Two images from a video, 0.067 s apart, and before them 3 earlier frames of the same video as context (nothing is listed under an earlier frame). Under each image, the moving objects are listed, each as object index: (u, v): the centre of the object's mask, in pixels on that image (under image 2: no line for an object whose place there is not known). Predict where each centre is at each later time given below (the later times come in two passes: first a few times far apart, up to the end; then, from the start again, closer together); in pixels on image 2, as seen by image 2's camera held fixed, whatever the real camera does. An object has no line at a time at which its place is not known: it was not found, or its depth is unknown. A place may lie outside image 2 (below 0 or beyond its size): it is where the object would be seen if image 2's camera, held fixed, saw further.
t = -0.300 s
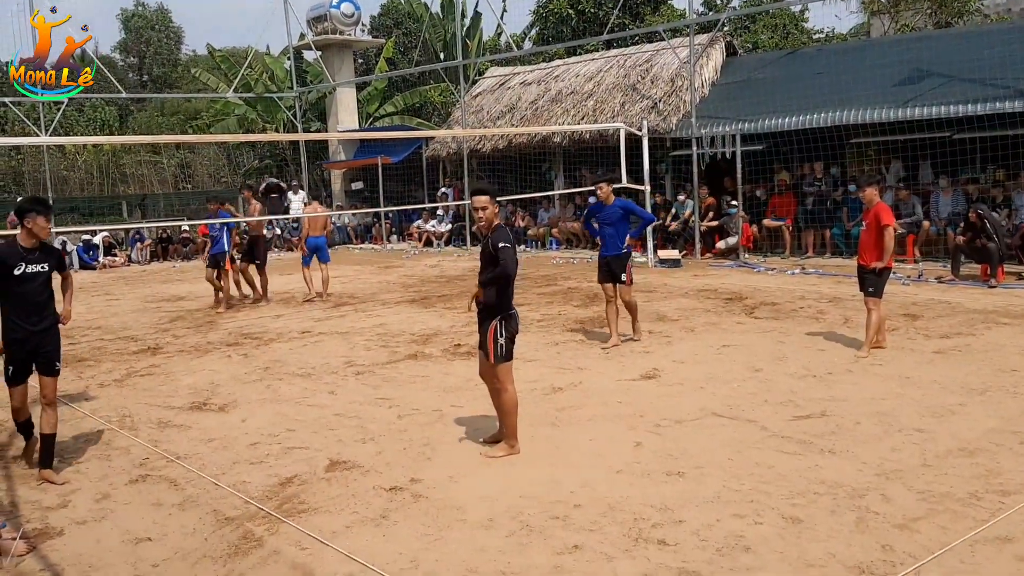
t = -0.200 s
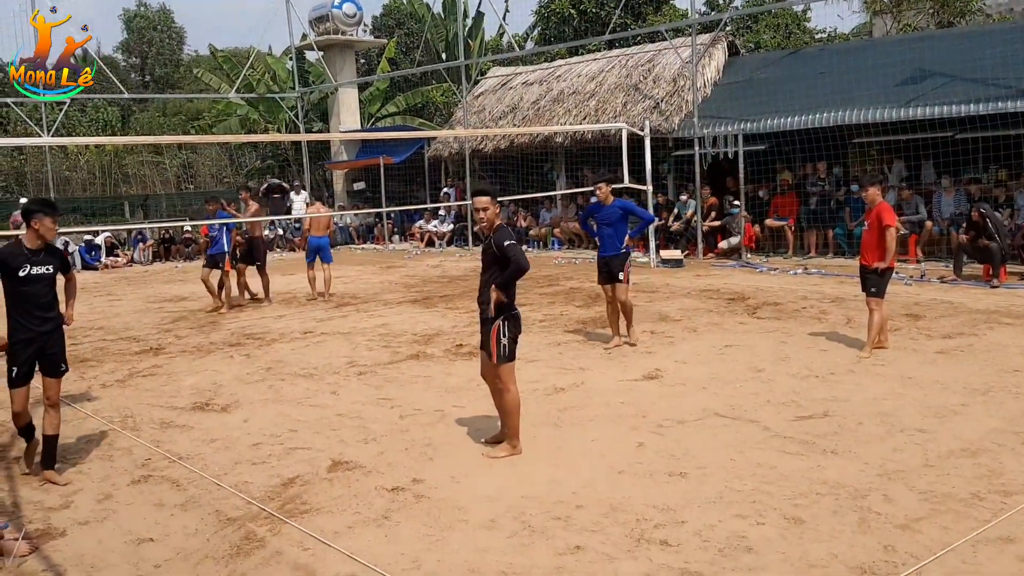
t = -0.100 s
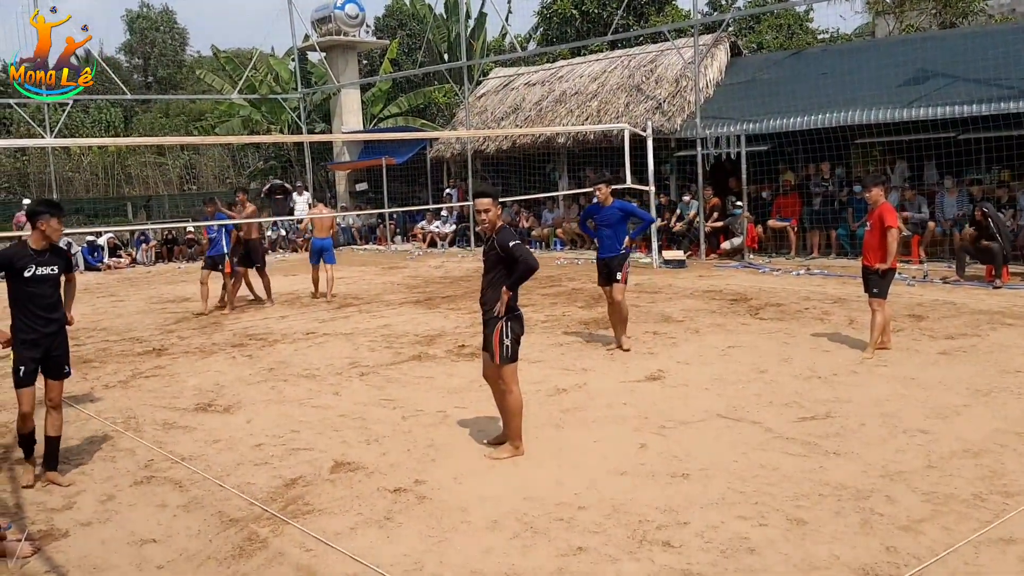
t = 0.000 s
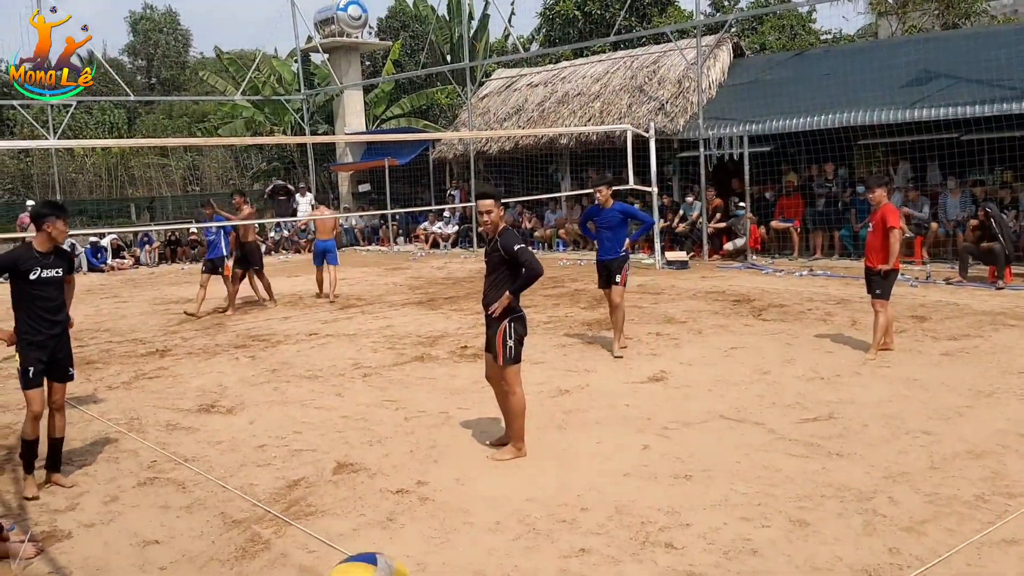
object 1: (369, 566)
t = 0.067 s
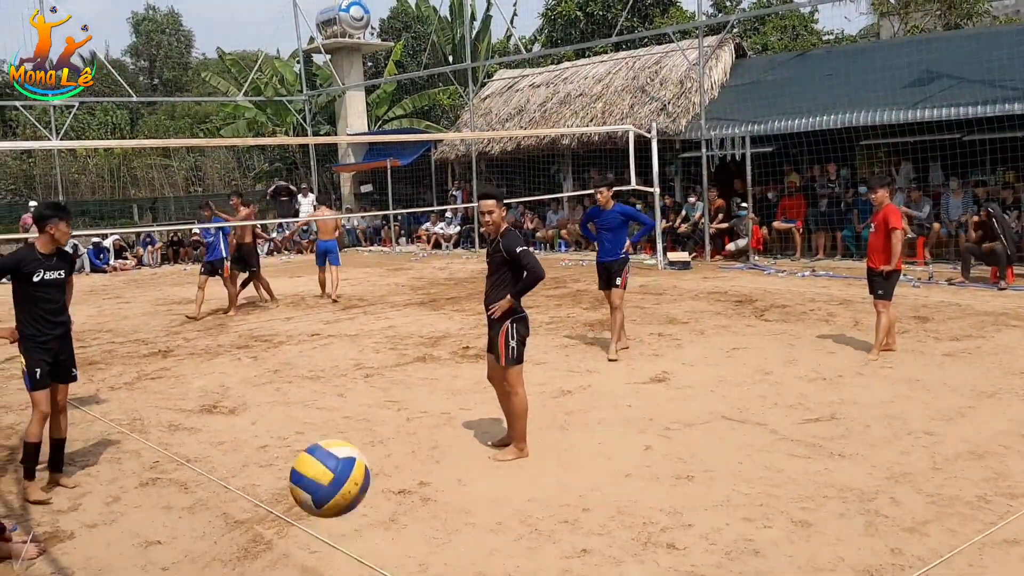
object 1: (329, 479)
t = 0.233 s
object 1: (275, 348)
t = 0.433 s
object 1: (246, 339)
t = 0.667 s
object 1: (235, 409)
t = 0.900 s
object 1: (225, 362)
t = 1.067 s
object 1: (220, 329)
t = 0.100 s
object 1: (315, 438)
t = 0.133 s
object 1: (303, 406)
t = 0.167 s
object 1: (292, 382)
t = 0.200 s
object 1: (283, 362)
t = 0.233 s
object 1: (275, 348)
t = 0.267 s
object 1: (268, 339)
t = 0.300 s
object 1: (262, 333)
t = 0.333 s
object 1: (257, 331)
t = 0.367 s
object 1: (253, 331)
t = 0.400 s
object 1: (249, 335)
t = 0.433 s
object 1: (246, 339)
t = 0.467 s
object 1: (244, 345)
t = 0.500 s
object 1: (241, 353)
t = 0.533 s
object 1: (239, 362)
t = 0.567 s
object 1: (238, 372)
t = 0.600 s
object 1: (237, 383)
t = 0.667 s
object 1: (235, 409)
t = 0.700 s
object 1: (235, 422)
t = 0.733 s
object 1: (236, 436)
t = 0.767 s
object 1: (233, 421)
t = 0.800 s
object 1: (230, 403)
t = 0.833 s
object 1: (228, 388)
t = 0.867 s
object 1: (227, 374)
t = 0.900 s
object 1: (225, 362)
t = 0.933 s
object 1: (224, 352)
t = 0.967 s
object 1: (223, 344)
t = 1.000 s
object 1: (222, 338)
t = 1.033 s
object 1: (221, 333)
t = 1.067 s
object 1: (220, 329)
